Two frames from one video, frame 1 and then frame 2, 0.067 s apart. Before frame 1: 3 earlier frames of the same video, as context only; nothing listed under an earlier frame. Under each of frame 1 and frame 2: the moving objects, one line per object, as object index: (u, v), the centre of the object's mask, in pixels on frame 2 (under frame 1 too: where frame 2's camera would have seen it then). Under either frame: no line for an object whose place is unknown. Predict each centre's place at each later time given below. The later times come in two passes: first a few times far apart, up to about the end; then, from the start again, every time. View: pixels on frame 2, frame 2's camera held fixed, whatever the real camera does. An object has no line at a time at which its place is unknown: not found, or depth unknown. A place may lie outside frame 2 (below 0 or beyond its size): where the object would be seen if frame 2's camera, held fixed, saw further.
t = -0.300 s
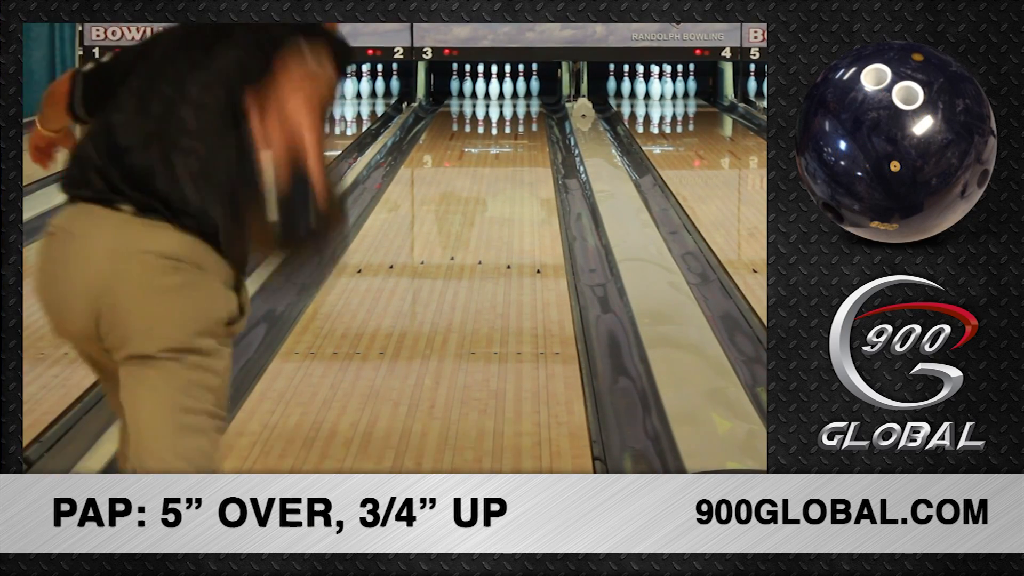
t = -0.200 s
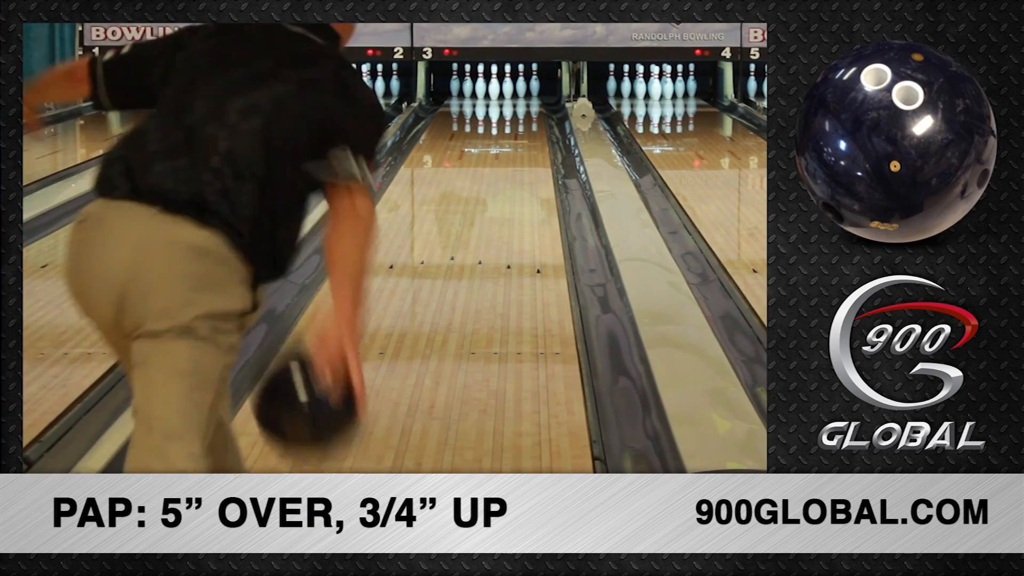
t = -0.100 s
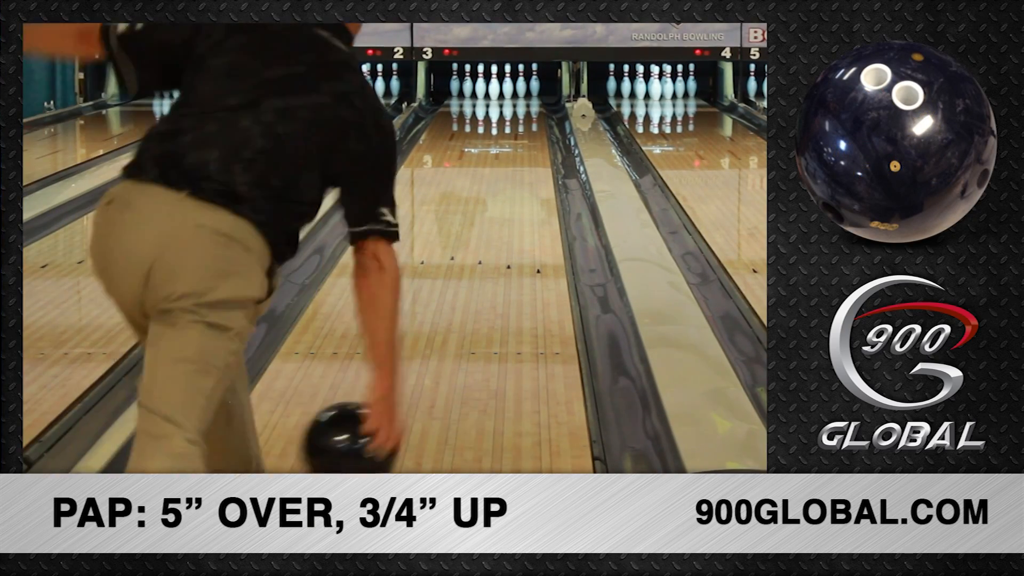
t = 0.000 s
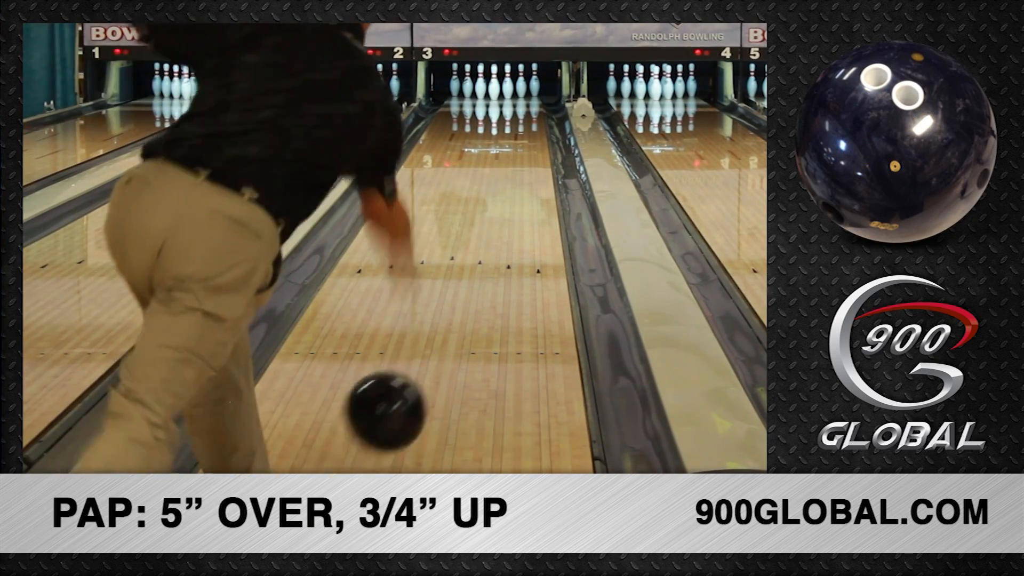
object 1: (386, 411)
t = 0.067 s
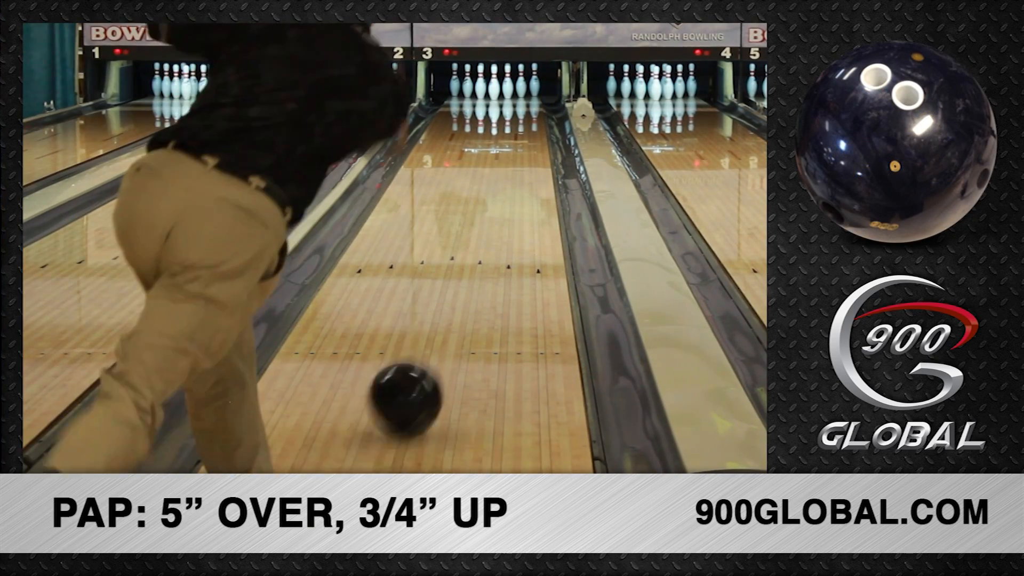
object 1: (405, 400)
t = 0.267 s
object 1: (449, 318)
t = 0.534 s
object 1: (484, 243)
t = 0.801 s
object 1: (505, 198)
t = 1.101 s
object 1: (520, 162)
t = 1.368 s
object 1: (528, 139)
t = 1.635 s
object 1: (530, 123)
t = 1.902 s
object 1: (527, 110)
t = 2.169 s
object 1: (516, 99)
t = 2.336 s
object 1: (507, 94)
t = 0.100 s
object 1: (415, 382)
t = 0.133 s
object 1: (423, 367)
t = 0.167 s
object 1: (430, 353)
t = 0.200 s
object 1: (437, 339)
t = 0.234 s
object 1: (443, 327)
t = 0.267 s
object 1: (449, 318)
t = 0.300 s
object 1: (454, 304)
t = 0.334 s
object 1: (459, 293)
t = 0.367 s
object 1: (464, 284)
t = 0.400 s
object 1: (469, 275)
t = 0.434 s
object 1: (473, 267)
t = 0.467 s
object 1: (476, 259)
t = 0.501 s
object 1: (480, 251)
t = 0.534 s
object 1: (484, 243)
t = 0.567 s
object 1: (487, 237)
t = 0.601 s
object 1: (490, 231)
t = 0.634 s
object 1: (493, 225)
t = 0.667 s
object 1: (496, 219)
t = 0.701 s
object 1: (498, 214)
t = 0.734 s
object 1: (501, 208)
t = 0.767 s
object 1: (503, 203)
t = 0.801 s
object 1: (505, 198)
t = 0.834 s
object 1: (507, 194)
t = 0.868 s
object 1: (509, 189)
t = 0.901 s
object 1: (511, 185)
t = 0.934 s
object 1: (513, 180)
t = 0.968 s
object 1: (514, 177)
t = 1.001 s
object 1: (516, 173)
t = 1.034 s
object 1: (518, 169)
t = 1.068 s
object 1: (519, 165)
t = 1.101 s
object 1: (520, 162)
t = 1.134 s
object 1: (522, 159)
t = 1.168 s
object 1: (523, 156)
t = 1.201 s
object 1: (524, 153)
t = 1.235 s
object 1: (525, 150)
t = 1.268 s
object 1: (525, 147)
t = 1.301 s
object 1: (526, 145)
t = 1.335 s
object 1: (527, 142)
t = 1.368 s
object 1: (528, 139)
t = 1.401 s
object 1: (528, 137)
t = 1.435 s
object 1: (529, 134)
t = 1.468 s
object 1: (529, 132)
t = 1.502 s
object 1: (530, 130)
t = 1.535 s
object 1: (530, 129)
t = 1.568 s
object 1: (531, 126)
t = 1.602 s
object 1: (530, 124)
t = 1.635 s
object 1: (530, 123)
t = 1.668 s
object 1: (530, 121)
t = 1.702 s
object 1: (530, 119)
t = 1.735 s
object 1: (530, 117)
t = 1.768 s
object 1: (530, 115)
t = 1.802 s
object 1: (529, 114)
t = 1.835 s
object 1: (528, 112)
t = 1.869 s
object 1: (528, 111)
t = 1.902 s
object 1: (527, 110)
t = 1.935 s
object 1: (526, 108)
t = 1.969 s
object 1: (525, 107)
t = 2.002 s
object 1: (523, 105)
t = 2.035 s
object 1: (522, 104)
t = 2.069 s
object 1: (521, 103)
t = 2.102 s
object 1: (519, 101)
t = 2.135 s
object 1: (518, 100)
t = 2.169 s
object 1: (516, 99)
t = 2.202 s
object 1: (514, 98)
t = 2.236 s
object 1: (512, 97)
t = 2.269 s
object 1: (510, 96)
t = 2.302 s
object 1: (508, 95)
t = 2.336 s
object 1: (507, 94)
